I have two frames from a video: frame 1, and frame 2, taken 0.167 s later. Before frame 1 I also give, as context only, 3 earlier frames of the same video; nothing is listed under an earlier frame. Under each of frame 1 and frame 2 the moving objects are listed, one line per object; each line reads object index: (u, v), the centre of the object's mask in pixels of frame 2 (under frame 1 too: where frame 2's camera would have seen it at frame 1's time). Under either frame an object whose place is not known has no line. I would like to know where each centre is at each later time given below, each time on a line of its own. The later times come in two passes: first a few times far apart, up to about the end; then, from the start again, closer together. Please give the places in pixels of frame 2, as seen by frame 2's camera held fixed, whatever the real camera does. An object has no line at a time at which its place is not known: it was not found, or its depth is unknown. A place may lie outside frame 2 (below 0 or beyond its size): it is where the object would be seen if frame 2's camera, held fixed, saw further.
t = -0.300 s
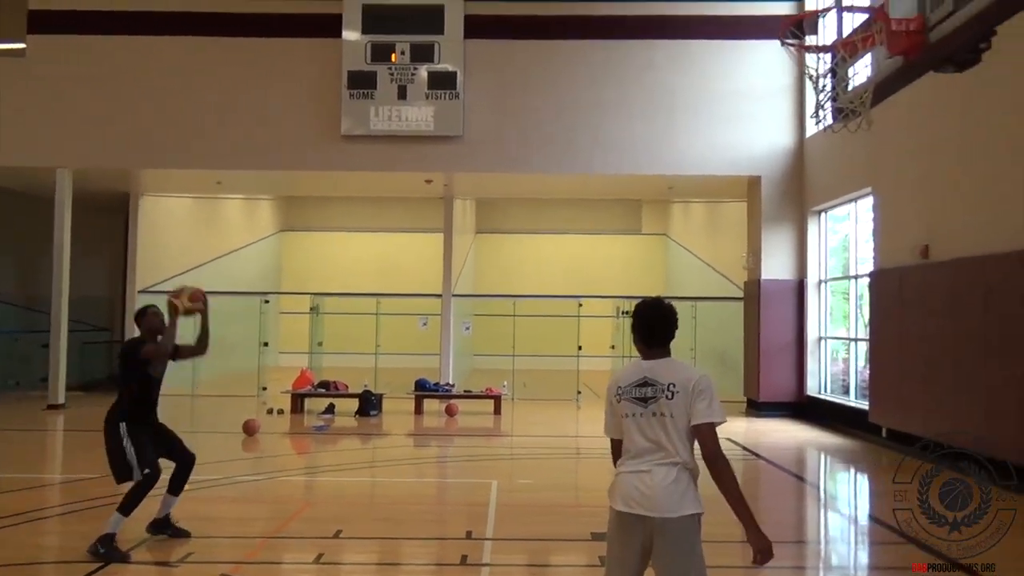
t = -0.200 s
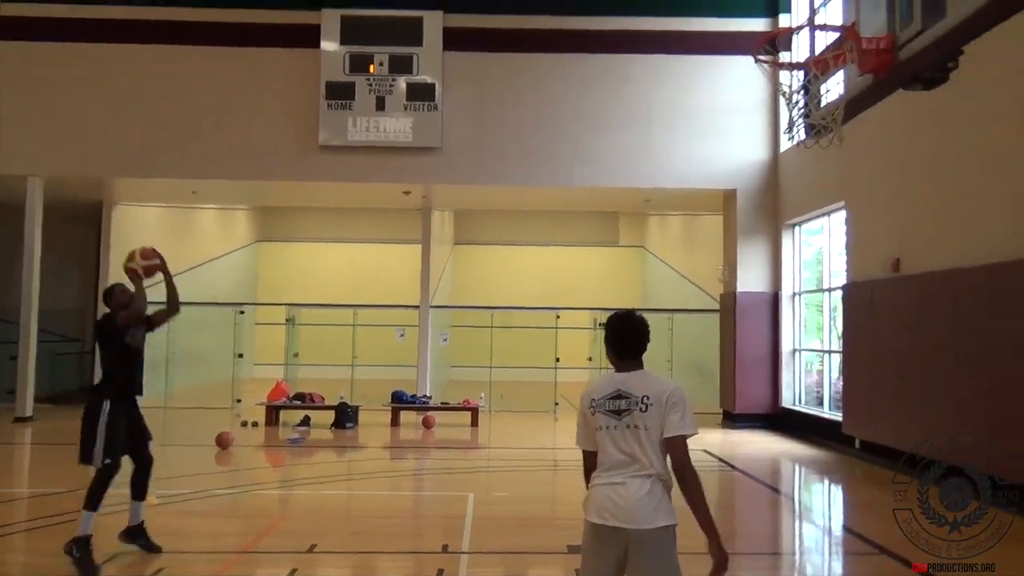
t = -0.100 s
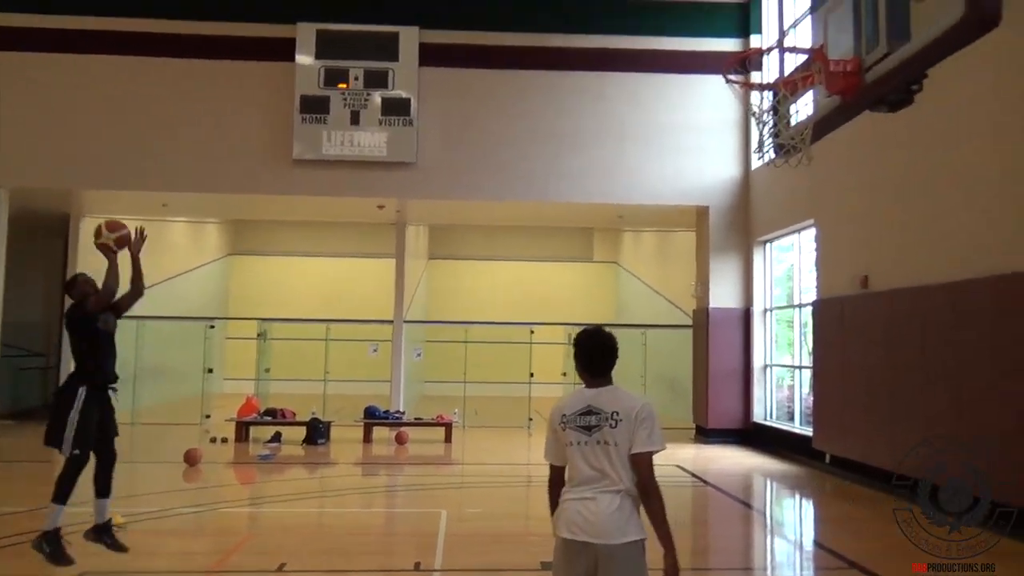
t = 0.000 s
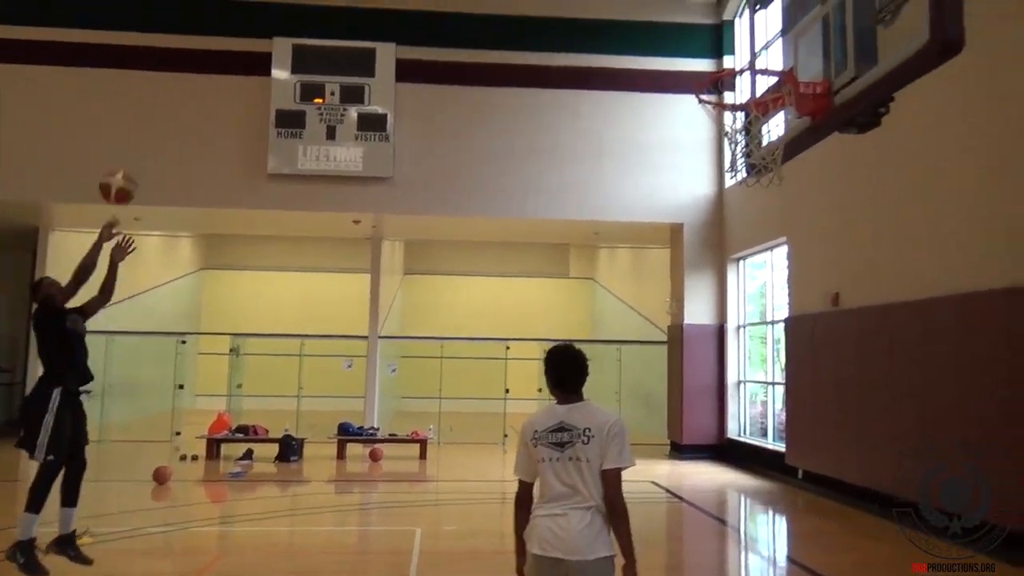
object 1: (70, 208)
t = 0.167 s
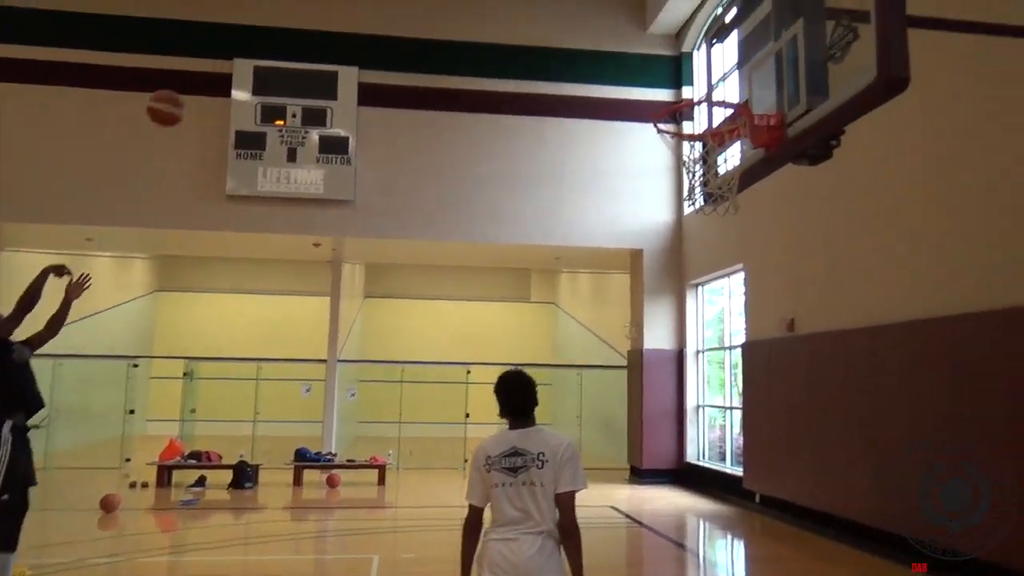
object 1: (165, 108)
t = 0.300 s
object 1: (245, 50)
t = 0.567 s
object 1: (422, 1)
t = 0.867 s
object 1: (666, 85)
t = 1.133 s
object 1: (667, 156)
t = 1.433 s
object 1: (694, 172)
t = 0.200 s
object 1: (186, 91)
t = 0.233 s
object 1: (205, 78)
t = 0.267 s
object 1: (224, 63)
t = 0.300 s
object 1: (245, 50)
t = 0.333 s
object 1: (266, 40)
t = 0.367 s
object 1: (287, 32)
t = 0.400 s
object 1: (308, 22)
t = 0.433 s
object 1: (329, 15)
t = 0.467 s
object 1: (351, 9)
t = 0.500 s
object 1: (374, 4)
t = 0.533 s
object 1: (399, 2)
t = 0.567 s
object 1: (422, 1)
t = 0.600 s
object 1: (445, 3)
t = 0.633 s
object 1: (469, 6)
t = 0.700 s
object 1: (521, 18)
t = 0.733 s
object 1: (549, 29)
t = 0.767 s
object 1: (577, 38)
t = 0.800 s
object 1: (606, 52)
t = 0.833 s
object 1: (634, 68)
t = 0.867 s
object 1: (666, 85)
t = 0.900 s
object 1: (693, 101)
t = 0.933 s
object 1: (713, 115)
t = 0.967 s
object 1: (722, 124)
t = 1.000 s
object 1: (713, 133)
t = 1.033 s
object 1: (700, 140)
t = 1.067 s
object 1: (684, 148)
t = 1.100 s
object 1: (673, 152)
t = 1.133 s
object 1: (667, 156)
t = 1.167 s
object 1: (663, 159)
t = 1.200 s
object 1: (661, 160)
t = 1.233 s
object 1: (661, 159)
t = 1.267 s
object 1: (664, 159)
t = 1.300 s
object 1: (669, 161)
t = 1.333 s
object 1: (674, 162)
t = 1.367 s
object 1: (680, 163)
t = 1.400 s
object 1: (687, 169)
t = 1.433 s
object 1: (694, 172)
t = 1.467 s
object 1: (701, 178)
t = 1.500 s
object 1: (709, 184)
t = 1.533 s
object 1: (716, 192)
